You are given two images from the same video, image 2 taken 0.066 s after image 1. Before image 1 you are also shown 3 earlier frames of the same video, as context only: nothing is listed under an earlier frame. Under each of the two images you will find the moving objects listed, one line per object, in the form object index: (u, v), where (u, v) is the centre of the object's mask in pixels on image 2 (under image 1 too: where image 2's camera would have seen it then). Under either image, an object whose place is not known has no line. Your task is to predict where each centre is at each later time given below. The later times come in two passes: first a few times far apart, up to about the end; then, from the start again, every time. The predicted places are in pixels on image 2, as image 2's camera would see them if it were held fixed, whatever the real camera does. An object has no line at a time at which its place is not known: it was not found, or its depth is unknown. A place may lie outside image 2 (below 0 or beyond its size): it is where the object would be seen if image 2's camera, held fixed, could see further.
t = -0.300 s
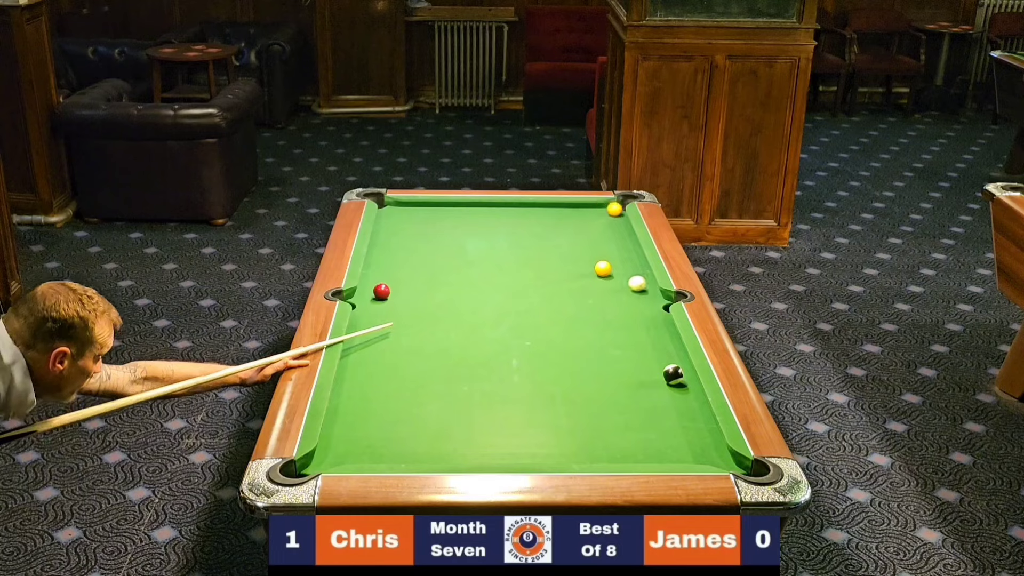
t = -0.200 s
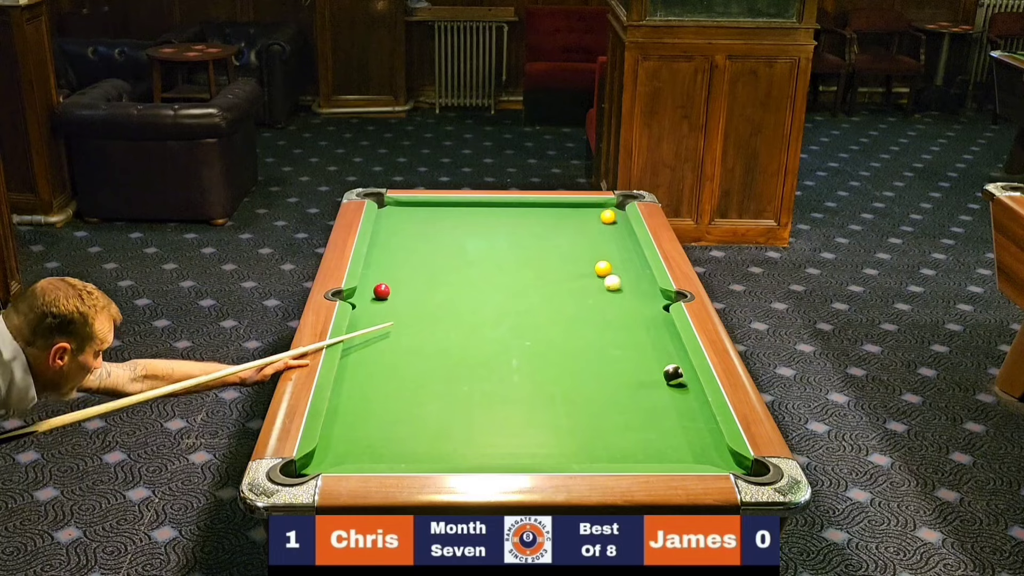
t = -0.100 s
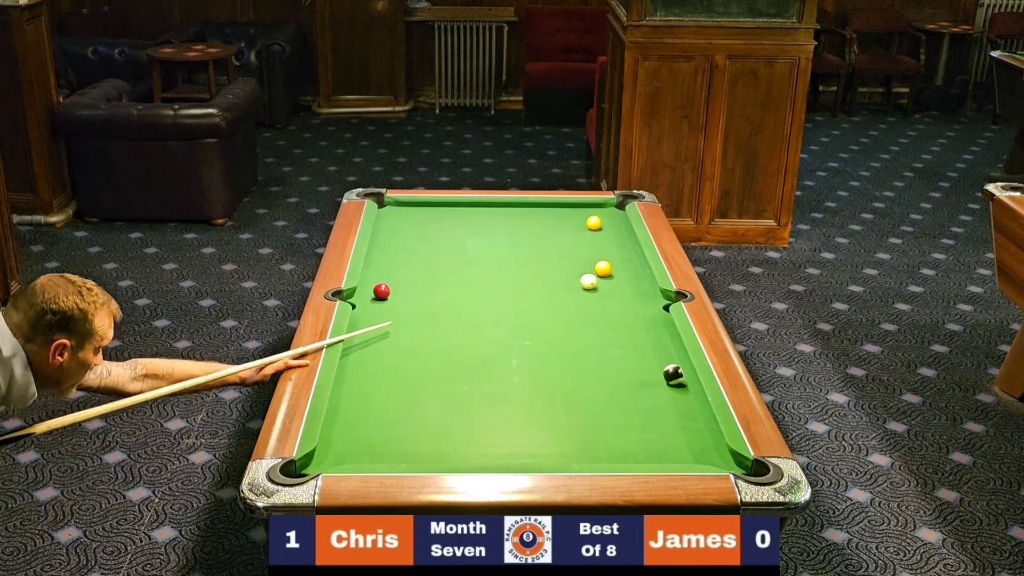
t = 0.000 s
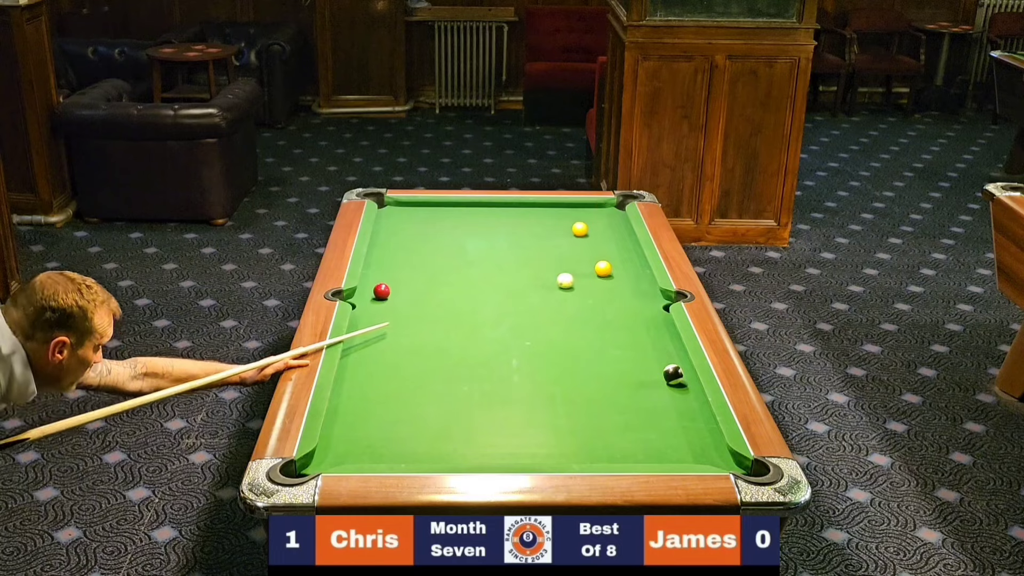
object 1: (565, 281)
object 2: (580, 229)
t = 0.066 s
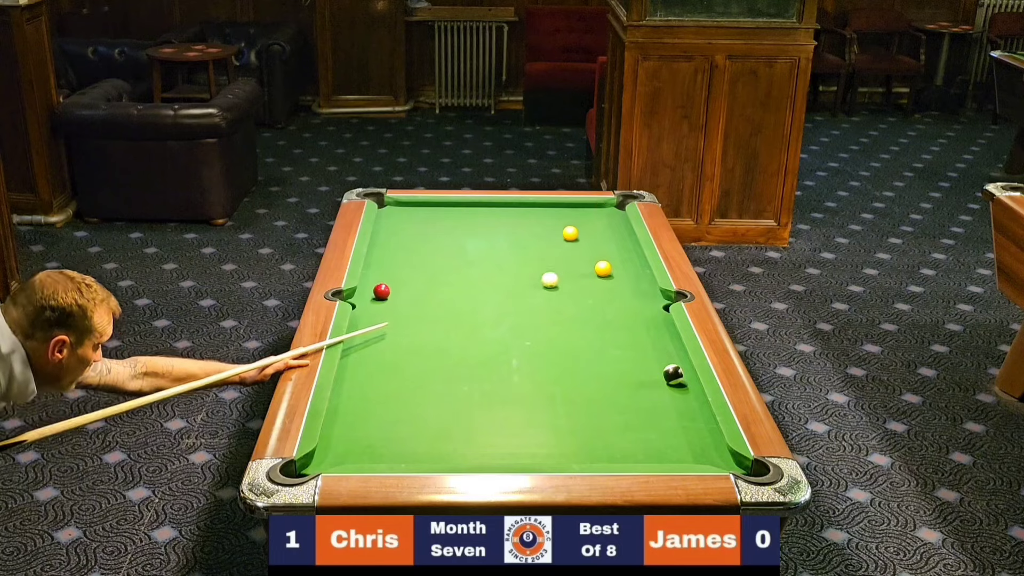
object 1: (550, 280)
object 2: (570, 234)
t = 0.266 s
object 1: (505, 278)
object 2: (541, 247)
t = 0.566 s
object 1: (441, 276)
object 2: (494, 268)
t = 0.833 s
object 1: (387, 273)
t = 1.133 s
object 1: (396, 272)
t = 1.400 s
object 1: (429, 271)
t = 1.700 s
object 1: (463, 270)
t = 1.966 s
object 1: (490, 269)
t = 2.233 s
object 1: (515, 269)
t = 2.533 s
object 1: (540, 268)
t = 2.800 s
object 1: (559, 268)
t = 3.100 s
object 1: (578, 268)
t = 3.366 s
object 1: (589, 267)
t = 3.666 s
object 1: (591, 266)
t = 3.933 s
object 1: (591, 266)
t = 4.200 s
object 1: (591, 266)
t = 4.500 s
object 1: (591, 266)
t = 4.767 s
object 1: (591, 266)
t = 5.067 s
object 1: (591, 266)
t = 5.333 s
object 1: (591, 266)
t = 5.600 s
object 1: (591, 266)
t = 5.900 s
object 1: (591, 266)
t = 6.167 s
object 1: (591, 266)
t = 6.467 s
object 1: (591, 266)
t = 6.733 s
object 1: (591, 266)
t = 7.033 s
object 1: (591, 266)
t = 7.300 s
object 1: (591, 266)
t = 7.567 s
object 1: (591, 266)
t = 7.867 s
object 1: (591, 266)
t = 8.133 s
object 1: (591, 266)
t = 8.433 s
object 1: (591, 266)
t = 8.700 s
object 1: (591, 266)
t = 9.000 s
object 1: (591, 266)
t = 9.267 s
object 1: (591, 266)
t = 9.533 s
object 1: (591, 266)
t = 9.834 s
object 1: (591, 266)
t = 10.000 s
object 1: (591, 266)
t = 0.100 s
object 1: (542, 280)
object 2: (565, 236)
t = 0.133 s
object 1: (535, 279)
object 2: (561, 238)
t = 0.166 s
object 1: (527, 279)
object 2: (556, 240)
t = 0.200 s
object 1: (520, 279)
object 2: (551, 242)
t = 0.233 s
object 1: (512, 279)
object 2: (546, 244)
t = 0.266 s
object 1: (505, 278)
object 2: (541, 247)
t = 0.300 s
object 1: (497, 278)
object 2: (536, 249)
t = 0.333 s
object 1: (490, 278)
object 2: (531, 251)
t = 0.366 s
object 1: (483, 277)
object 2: (526, 254)
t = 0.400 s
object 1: (476, 277)
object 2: (520, 256)
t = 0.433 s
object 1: (469, 277)
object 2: (515, 258)
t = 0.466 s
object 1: (462, 277)
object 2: (510, 260)
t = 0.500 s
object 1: (455, 276)
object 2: (505, 263)
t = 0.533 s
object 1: (448, 276)
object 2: (499, 265)
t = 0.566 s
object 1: (441, 276)
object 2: (494, 268)
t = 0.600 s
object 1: (434, 275)
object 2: (489, 270)
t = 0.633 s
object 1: (427, 275)
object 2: (484, 272)
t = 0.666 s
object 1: (420, 275)
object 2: (478, 275)
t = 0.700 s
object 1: (414, 274)
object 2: (473, 277)
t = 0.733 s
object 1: (407, 274)
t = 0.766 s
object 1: (400, 274)
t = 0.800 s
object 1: (394, 274)
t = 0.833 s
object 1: (387, 273)
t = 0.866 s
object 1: (381, 273)
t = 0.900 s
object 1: (374, 273)
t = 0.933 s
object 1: (369, 272)
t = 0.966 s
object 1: (374, 272)
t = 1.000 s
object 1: (378, 272)
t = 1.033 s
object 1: (383, 272)
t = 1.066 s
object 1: (387, 272)
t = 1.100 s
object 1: (391, 272)
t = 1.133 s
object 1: (396, 272)
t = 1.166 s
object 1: (400, 271)
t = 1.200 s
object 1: (404, 271)
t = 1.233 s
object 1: (409, 271)
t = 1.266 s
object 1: (413, 271)
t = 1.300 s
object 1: (417, 271)
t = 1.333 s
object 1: (421, 271)
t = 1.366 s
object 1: (425, 271)
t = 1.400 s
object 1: (429, 271)
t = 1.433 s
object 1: (433, 271)
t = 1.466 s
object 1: (437, 270)
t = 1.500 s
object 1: (440, 270)
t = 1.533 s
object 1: (444, 270)
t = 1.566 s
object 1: (448, 270)
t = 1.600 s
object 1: (452, 270)
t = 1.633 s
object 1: (456, 270)
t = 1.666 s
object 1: (459, 270)
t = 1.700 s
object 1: (463, 270)
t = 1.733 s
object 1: (466, 270)
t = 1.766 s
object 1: (470, 270)
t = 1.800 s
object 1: (473, 270)
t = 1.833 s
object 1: (477, 270)
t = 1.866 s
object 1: (480, 269)
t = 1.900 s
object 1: (484, 269)
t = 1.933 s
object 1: (487, 269)
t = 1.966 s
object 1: (490, 269)
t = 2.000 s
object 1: (494, 269)
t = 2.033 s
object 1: (497, 269)
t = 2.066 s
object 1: (500, 269)
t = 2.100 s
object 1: (503, 269)
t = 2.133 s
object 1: (506, 269)
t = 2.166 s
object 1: (509, 269)
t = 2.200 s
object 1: (512, 269)
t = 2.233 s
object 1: (515, 269)
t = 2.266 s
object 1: (518, 269)
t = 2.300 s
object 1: (521, 268)
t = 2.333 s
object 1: (524, 268)
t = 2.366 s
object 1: (527, 268)
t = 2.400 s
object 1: (529, 268)
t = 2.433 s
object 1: (532, 268)
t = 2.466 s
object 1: (535, 268)
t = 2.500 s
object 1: (538, 268)
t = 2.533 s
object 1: (540, 268)
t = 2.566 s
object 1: (543, 268)
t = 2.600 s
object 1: (545, 268)
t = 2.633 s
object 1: (547, 268)
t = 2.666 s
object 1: (550, 268)
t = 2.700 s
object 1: (552, 268)
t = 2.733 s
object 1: (555, 268)
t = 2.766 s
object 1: (557, 268)
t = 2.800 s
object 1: (559, 268)
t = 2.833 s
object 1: (562, 268)
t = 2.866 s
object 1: (564, 268)
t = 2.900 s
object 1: (566, 268)
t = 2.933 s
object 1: (568, 268)
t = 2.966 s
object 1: (570, 268)
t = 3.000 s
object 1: (572, 268)
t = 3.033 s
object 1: (574, 268)
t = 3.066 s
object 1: (576, 268)
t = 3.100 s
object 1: (578, 268)
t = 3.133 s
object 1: (580, 268)
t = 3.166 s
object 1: (582, 267)
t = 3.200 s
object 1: (584, 267)
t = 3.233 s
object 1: (586, 267)
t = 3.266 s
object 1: (587, 267)
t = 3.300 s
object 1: (588, 267)
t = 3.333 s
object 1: (588, 267)
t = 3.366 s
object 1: (589, 267)
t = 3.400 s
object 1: (589, 267)
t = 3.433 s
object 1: (589, 267)
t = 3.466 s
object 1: (590, 266)
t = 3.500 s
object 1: (590, 266)
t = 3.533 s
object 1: (590, 266)
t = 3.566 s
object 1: (591, 266)
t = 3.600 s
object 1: (591, 266)
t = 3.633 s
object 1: (591, 266)
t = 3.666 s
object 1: (591, 266)
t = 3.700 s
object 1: (591, 266)
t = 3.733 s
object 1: (591, 266)
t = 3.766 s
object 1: (591, 266)
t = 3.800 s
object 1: (591, 266)
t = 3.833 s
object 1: (591, 266)
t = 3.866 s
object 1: (591, 266)
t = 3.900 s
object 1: (591, 266)
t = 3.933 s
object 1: (591, 266)
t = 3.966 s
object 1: (591, 266)
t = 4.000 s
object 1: (591, 266)
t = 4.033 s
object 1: (591, 266)
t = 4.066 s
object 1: (591, 266)
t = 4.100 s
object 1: (591, 266)
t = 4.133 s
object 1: (591, 266)
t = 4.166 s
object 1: (591, 266)
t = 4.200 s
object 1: (591, 266)
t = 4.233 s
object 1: (591, 266)
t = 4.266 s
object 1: (591, 266)
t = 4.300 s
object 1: (591, 266)
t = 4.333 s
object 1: (591, 266)
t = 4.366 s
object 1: (591, 266)
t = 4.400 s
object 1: (591, 266)
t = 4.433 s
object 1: (591, 266)
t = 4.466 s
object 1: (591, 266)
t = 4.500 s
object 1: (591, 266)
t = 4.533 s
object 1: (591, 266)
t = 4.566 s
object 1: (591, 266)
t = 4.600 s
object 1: (591, 266)
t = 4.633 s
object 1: (591, 266)
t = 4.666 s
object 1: (591, 266)
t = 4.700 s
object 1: (591, 266)
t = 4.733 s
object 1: (591, 266)
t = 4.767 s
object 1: (591, 266)
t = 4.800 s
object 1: (591, 266)
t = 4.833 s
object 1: (591, 266)
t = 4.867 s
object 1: (591, 266)
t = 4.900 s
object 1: (591, 266)
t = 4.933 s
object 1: (591, 266)
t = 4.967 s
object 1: (591, 266)
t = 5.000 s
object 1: (591, 266)
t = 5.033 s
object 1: (591, 266)
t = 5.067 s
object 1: (591, 266)
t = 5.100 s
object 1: (591, 266)
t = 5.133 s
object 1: (591, 266)
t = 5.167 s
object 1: (591, 266)
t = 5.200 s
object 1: (591, 266)
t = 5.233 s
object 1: (591, 266)
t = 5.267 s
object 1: (591, 266)
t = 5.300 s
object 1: (591, 266)
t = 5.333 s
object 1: (591, 266)
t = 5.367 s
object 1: (591, 266)
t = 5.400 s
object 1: (591, 266)
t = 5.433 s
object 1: (591, 266)
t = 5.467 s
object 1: (591, 266)
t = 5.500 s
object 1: (591, 266)
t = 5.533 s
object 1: (591, 266)
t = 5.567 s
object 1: (591, 266)
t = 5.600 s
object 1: (591, 266)
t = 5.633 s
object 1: (591, 266)
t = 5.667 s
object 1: (591, 266)
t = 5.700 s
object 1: (591, 266)
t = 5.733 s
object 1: (591, 266)
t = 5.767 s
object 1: (591, 266)
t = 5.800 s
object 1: (591, 266)
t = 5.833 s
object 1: (591, 266)
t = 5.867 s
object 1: (591, 266)
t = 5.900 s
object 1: (591, 266)
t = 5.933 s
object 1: (591, 266)
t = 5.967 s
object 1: (591, 266)
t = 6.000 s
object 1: (591, 266)
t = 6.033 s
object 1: (591, 266)
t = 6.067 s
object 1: (591, 266)
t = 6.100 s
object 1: (591, 266)
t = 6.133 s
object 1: (591, 266)
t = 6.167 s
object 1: (591, 266)
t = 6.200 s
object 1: (591, 266)
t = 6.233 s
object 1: (591, 266)
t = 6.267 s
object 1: (591, 266)
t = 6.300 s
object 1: (591, 266)
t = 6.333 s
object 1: (591, 266)
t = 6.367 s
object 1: (591, 266)
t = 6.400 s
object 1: (591, 266)
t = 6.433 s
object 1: (591, 266)
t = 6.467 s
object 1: (591, 266)
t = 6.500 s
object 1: (591, 266)
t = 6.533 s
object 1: (591, 266)
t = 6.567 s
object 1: (591, 266)
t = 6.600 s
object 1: (591, 266)
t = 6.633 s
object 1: (591, 266)
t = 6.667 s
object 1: (591, 266)
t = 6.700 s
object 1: (591, 266)
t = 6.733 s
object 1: (591, 266)
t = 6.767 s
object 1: (591, 266)
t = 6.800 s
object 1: (591, 266)
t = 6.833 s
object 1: (591, 266)
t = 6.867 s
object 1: (591, 266)
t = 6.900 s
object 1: (591, 266)
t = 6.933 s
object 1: (591, 266)
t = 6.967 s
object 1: (591, 266)
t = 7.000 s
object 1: (591, 266)
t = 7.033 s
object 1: (591, 266)
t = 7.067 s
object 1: (591, 266)
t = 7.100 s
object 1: (591, 266)
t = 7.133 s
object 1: (591, 266)
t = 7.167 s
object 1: (591, 266)
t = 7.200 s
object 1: (591, 266)
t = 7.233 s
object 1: (591, 266)
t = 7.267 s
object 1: (591, 266)
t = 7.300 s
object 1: (591, 266)
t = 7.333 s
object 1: (591, 266)
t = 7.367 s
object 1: (591, 266)
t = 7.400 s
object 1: (591, 266)
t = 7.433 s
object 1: (591, 266)
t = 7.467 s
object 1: (591, 266)
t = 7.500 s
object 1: (591, 266)
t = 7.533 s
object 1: (591, 266)
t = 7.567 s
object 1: (591, 266)
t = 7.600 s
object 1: (591, 266)
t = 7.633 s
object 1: (591, 266)
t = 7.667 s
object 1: (591, 266)
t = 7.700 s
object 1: (591, 266)
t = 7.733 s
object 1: (591, 266)
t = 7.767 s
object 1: (591, 266)
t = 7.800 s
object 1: (591, 266)
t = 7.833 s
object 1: (591, 266)
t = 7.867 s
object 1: (591, 266)
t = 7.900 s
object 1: (591, 266)
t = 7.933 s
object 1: (591, 266)
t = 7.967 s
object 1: (591, 266)
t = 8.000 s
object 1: (591, 266)
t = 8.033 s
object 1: (591, 266)
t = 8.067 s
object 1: (591, 266)
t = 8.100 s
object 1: (591, 266)
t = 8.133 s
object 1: (591, 266)
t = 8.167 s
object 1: (591, 266)
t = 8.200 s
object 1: (591, 266)
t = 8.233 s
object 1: (591, 266)
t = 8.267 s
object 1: (591, 266)
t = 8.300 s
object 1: (591, 266)
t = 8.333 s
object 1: (591, 266)
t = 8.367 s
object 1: (591, 266)
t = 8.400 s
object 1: (591, 266)
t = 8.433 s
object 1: (591, 266)
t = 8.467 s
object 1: (591, 266)
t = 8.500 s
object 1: (591, 266)
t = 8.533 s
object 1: (591, 266)
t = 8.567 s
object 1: (591, 266)
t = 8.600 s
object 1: (591, 266)
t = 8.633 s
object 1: (591, 266)
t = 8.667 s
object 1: (591, 266)
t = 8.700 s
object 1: (591, 266)
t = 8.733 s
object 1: (591, 266)
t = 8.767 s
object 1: (591, 266)
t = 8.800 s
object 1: (591, 266)
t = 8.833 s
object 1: (591, 266)
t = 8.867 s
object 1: (591, 266)
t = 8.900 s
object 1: (591, 266)
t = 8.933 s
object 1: (591, 266)
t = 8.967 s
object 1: (591, 266)
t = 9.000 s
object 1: (591, 266)
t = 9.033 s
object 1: (591, 266)
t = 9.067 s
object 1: (591, 266)
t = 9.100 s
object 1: (591, 266)
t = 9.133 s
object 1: (591, 266)
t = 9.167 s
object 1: (591, 266)
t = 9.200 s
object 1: (591, 266)
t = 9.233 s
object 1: (591, 266)
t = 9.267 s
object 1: (591, 266)
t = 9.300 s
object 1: (591, 266)
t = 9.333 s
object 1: (591, 266)
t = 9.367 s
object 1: (591, 266)
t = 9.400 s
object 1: (591, 266)
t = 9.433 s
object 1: (591, 266)
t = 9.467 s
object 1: (591, 266)
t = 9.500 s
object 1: (591, 266)
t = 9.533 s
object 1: (591, 266)
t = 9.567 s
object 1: (591, 266)
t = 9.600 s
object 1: (591, 266)
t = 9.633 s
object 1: (591, 266)
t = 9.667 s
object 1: (591, 266)
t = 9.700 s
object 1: (591, 266)
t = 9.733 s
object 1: (591, 266)
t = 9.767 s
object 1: (591, 266)
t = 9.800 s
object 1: (591, 266)
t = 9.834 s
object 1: (591, 266)
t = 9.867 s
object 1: (591, 266)
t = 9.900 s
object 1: (591, 266)
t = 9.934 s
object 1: (591, 266)
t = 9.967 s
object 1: (591, 266)
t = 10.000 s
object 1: (591, 266)
